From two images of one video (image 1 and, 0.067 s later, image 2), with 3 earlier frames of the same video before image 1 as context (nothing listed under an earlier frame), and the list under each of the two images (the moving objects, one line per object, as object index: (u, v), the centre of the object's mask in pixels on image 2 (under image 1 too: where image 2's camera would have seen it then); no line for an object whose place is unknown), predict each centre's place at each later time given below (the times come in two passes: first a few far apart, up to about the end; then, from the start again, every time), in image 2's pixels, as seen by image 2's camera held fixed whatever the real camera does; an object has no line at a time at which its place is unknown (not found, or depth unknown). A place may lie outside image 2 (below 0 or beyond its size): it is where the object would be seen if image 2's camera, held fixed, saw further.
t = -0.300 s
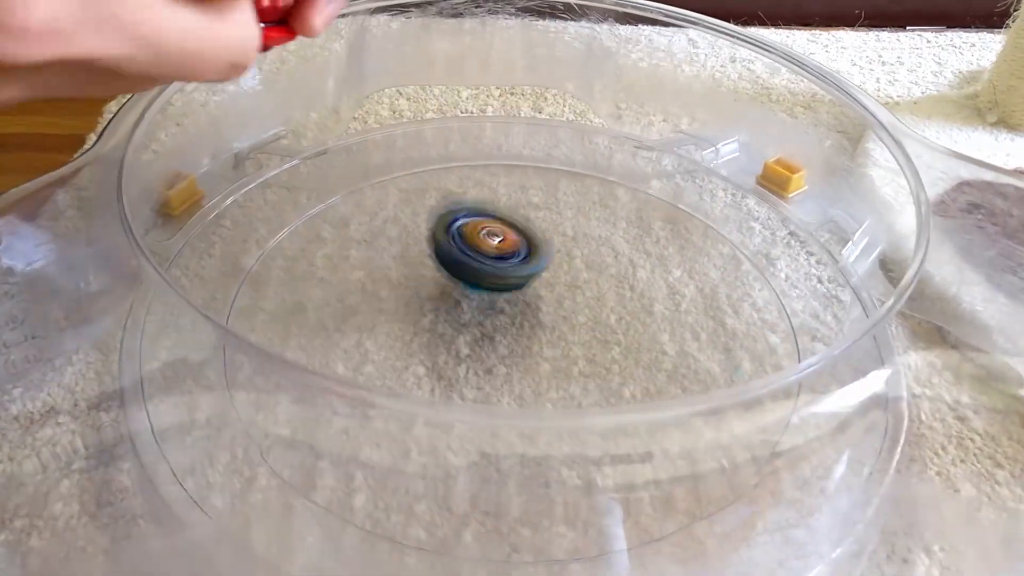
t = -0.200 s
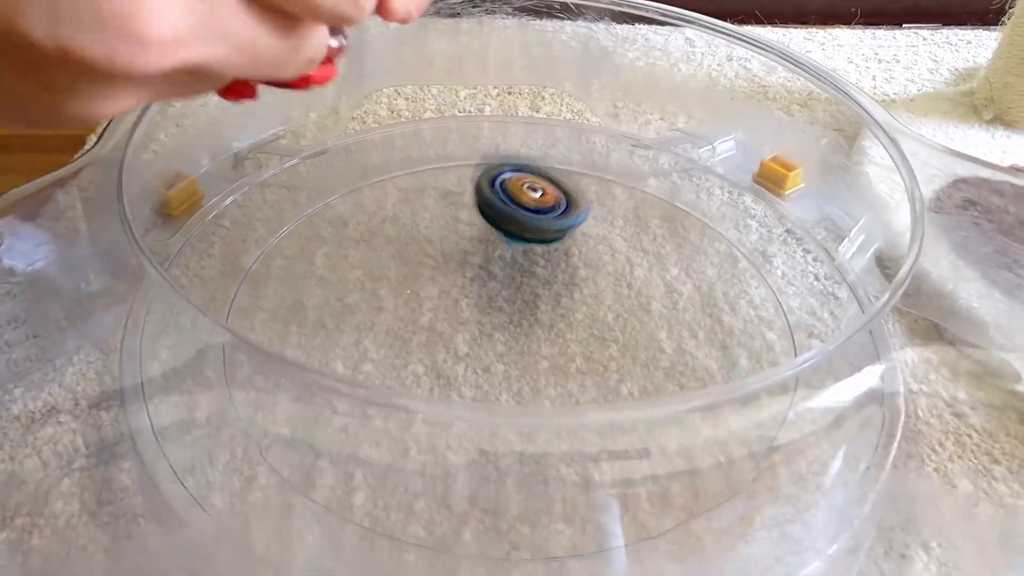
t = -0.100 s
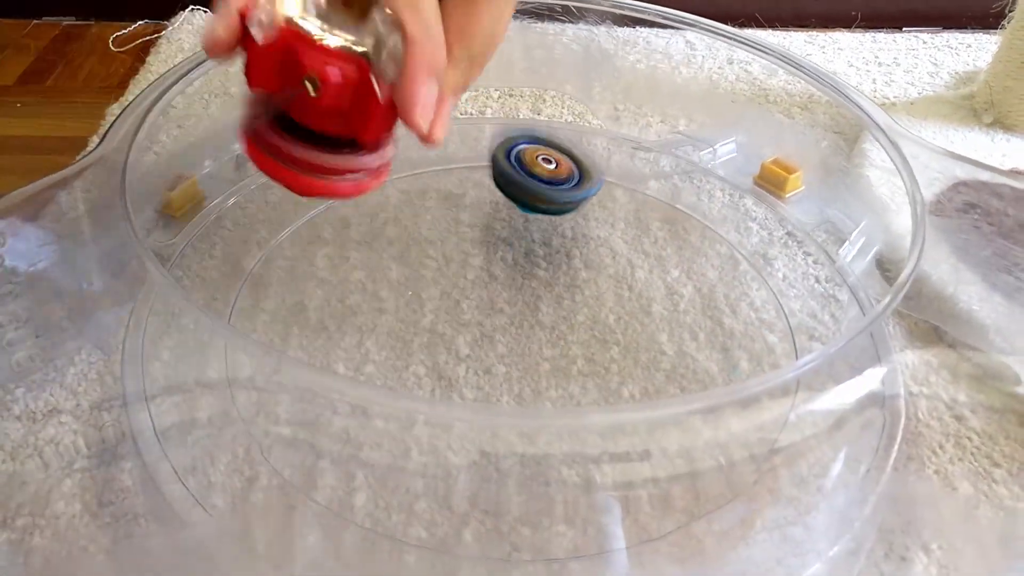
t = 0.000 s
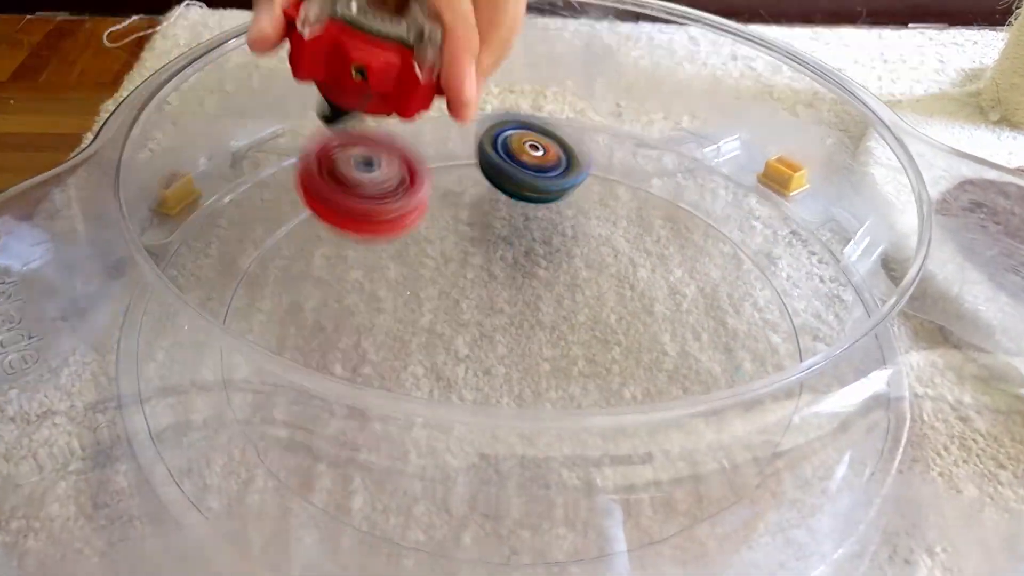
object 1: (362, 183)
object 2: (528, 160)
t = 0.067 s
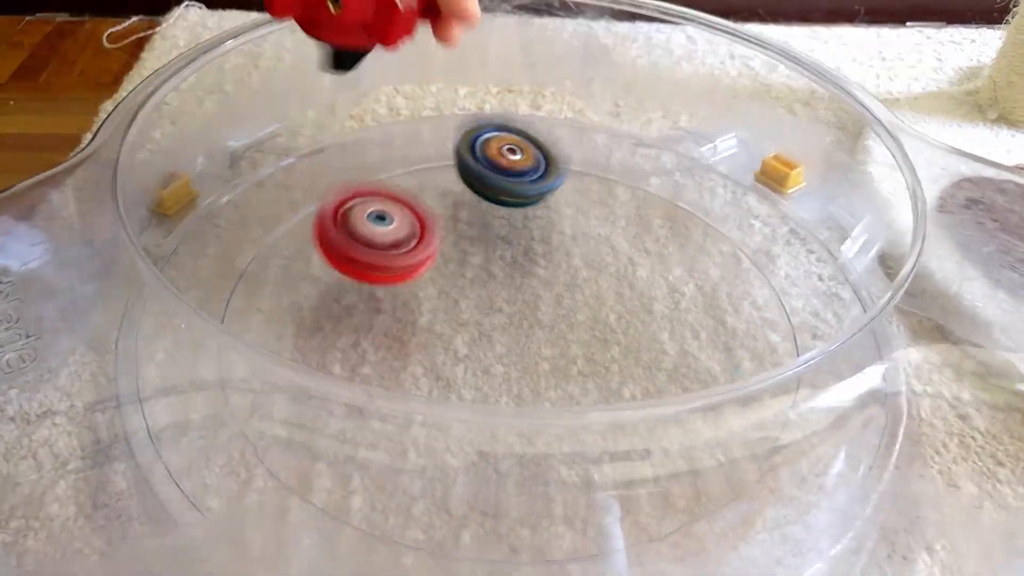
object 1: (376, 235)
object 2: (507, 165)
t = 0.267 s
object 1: (350, 289)
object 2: (548, 128)
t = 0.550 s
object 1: (628, 233)
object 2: (597, 142)
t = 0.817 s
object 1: (416, 355)
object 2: (464, 64)
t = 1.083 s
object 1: (352, 246)
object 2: (496, 106)
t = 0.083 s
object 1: (381, 229)
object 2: (502, 165)
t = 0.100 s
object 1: (385, 226)
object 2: (494, 168)
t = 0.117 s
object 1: (391, 229)
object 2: (487, 170)
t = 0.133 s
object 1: (397, 237)
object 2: (480, 174)
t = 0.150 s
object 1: (402, 245)
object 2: (475, 177)
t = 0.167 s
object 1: (394, 248)
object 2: (480, 171)
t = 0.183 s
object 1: (378, 254)
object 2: (495, 163)
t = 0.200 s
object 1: (366, 262)
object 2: (507, 154)
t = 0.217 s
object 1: (357, 268)
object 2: (519, 147)
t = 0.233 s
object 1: (351, 275)
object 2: (530, 141)
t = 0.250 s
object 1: (349, 281)
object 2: (539, 133)
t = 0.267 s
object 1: (350, 289)
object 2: (548, 128)
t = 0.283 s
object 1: (354, 297)
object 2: (557, 126)
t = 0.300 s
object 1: (363, 304)
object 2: (564, 124)
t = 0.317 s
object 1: (374, 310)
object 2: (572, 122)
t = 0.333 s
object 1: (389, 317)
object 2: (578, 120)
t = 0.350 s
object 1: (405, 322)
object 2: (584, 118)
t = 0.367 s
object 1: (425, 326)
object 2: (590, 117)
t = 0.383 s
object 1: (447, 326)
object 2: (596, 116)
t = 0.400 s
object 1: (469, 326)
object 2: (598, 117)
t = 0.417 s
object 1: (492, 323)
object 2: (599, 119)
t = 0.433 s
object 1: (515, 318)
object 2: (600, 122)
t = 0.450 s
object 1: (538, 309)
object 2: (601, 124)
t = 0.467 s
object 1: (557, 299)
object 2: (601, 126)
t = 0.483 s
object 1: (576, 286)
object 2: (602, 130)
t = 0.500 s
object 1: (592, 272)
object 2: (602, 133)
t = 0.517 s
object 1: (606, 258)
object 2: (601, 136)
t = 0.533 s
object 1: (618, 243)
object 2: (599, 139)
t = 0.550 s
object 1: (628, 233)
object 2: (597, 142)
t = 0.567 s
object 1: (637, 270)
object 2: (600, 105)
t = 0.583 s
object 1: (644, 316)
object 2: (574, 85)
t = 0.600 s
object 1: (646, 355)
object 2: (530, 76)
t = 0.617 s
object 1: (656, 410)
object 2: (484, 72)
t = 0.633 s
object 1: (663, 455)
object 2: (440, 75)
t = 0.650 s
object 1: (666, 485)
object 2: (407, 77)
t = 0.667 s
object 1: (655, 493)
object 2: (399, 87)
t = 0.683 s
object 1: (621, 471)
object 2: (406, 76)
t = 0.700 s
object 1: (590, 448)
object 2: (414, 64)
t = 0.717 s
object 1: (559, 433)
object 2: (421, 56)
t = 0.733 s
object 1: (526, 424)
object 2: (428, 52)
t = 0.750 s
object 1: (496, 412)
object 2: (437, 53)
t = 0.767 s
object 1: (468, 435)
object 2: (443, 58)
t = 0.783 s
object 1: (448, 402)
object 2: (450, 65)
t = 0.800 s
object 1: (433, 366)
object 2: (458, 65)
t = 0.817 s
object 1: (416, 355)
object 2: (464, 64)
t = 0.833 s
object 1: (405, 344)
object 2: (472, 62)
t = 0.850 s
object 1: (396, 330)
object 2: (478, 62)
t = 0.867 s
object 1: (392, 316)
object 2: (485, 61)
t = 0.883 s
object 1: (390, 303)
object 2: (493, 61)
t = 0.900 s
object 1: (388, 290)
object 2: (498, 64)
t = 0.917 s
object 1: (388, 280)
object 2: (505, 68)
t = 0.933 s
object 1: (387, 271)
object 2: (508, 69)
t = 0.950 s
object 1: (386, 264)
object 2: (519, 75)
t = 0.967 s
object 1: (384, 258)
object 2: (524, 83)
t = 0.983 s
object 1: (381, 253)
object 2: (533, 116)
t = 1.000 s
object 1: (378, 248)
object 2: (534, 106)
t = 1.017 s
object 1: (374, 246)
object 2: (524, 96)
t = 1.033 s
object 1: (369, 244)
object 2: (515, 94)
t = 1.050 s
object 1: (363, 244)
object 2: (509, 96)
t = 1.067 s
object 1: (357, 245)
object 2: (502, 99)
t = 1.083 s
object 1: (352, 246)
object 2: (496, 106)
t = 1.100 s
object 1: (346, 249)
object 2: (495, 109)
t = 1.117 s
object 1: (340, 253)
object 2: (495, 109)
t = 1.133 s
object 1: (336, 259)
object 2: (496, 109)
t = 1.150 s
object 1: (333, 265)
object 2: (495, 113)
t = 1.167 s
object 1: (332, 272)
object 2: (496, 114)
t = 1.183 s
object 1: (333, 280)
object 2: (497, 114)
